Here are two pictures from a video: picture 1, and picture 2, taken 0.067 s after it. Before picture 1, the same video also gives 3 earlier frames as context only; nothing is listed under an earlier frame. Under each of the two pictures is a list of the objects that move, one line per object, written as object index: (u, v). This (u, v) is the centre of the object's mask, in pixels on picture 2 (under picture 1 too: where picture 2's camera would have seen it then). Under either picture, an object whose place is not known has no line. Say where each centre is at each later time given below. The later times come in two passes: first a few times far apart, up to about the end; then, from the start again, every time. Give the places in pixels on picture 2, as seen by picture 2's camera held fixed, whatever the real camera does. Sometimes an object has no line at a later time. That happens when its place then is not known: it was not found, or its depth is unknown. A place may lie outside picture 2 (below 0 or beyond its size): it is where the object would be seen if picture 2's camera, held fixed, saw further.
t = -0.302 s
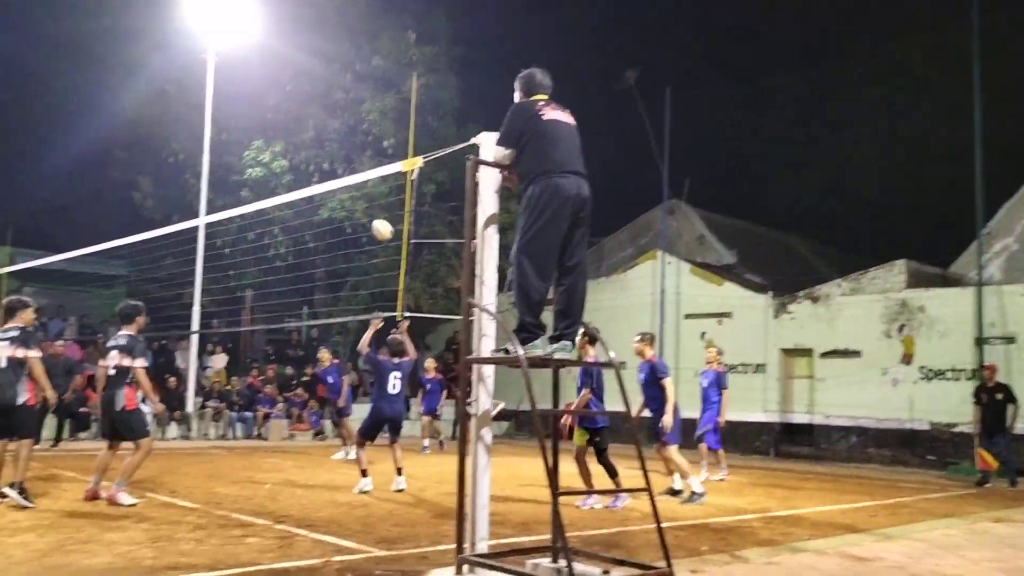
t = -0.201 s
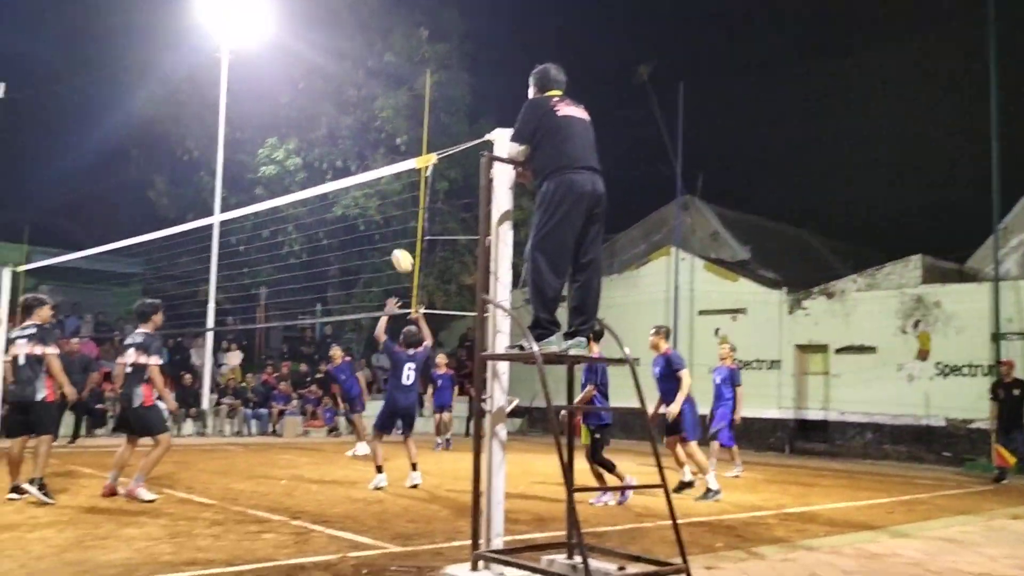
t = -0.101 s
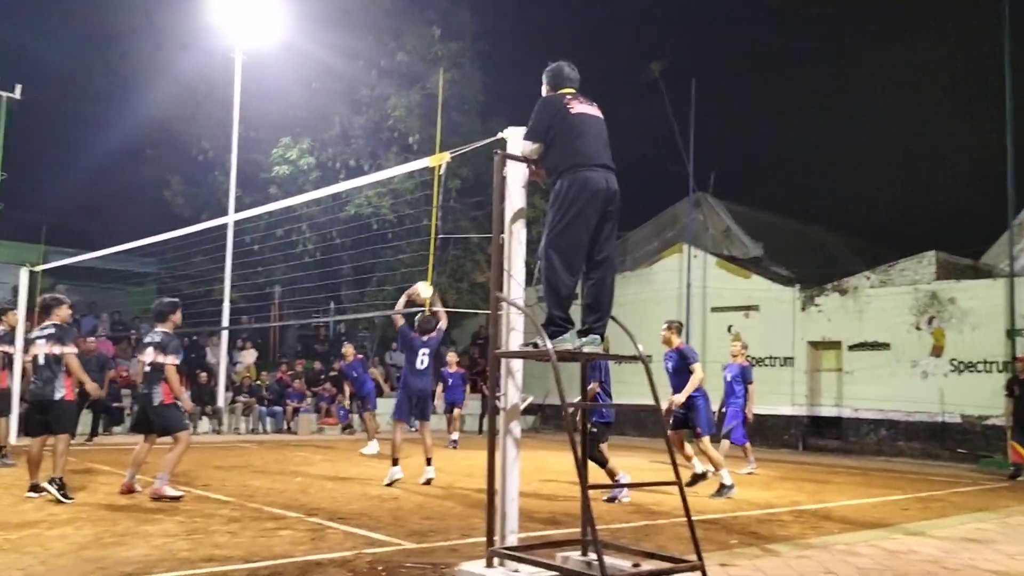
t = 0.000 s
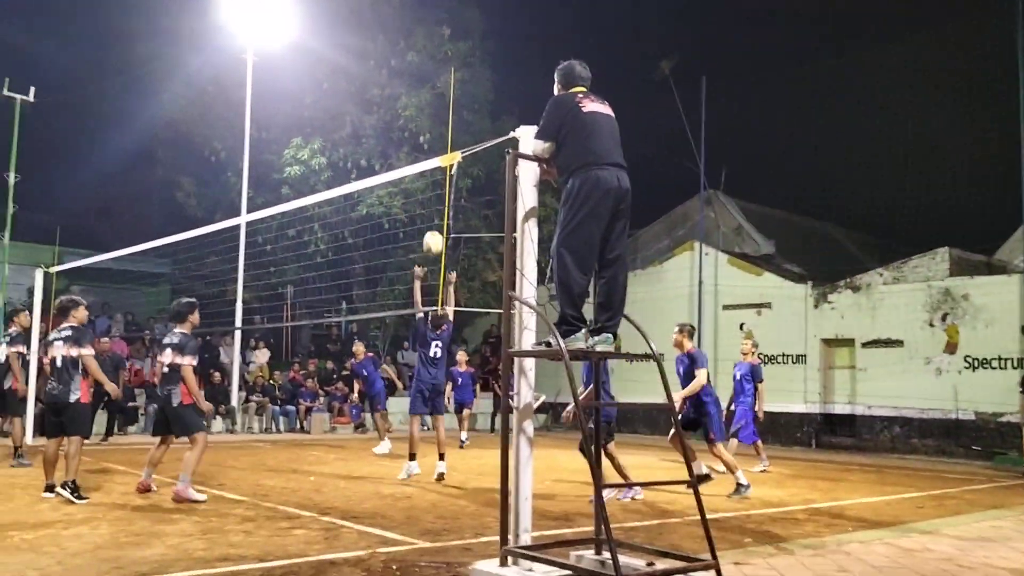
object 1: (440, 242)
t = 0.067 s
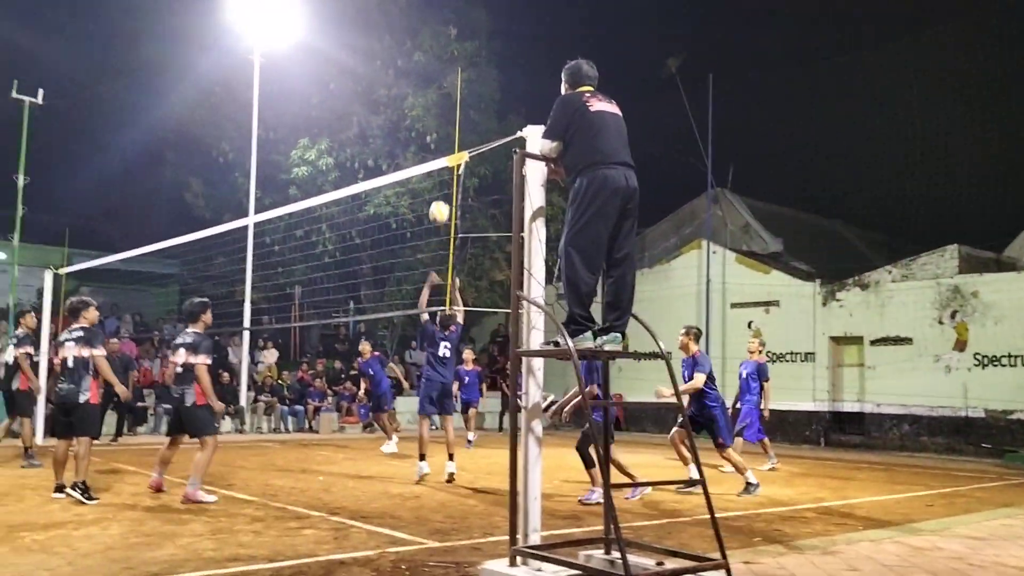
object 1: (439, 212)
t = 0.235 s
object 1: (435, 153)
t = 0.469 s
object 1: (431, 116)
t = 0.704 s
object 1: (426, 125)
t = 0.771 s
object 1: (423, 137)
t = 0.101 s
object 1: (439, 198)
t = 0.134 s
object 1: (438, 185)
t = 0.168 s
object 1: (438, 176)
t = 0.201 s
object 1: (436, 163)
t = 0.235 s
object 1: (435, 153)
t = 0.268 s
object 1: (435, 146)
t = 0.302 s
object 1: (435, 139)
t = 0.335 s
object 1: (434, 133)
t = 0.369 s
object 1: (433, 127)
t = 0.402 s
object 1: (433, 122)
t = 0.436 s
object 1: (432, 119)
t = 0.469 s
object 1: (431, 116)
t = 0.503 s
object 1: (431, 114)
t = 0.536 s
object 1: (430, 114)
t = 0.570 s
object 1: (429, 114)
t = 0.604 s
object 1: (428, 115)
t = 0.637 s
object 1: (427, 118)
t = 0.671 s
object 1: (426, 121)
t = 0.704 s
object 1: (426, 125)
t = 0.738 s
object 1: (425, 131)
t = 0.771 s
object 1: (423, 137)
